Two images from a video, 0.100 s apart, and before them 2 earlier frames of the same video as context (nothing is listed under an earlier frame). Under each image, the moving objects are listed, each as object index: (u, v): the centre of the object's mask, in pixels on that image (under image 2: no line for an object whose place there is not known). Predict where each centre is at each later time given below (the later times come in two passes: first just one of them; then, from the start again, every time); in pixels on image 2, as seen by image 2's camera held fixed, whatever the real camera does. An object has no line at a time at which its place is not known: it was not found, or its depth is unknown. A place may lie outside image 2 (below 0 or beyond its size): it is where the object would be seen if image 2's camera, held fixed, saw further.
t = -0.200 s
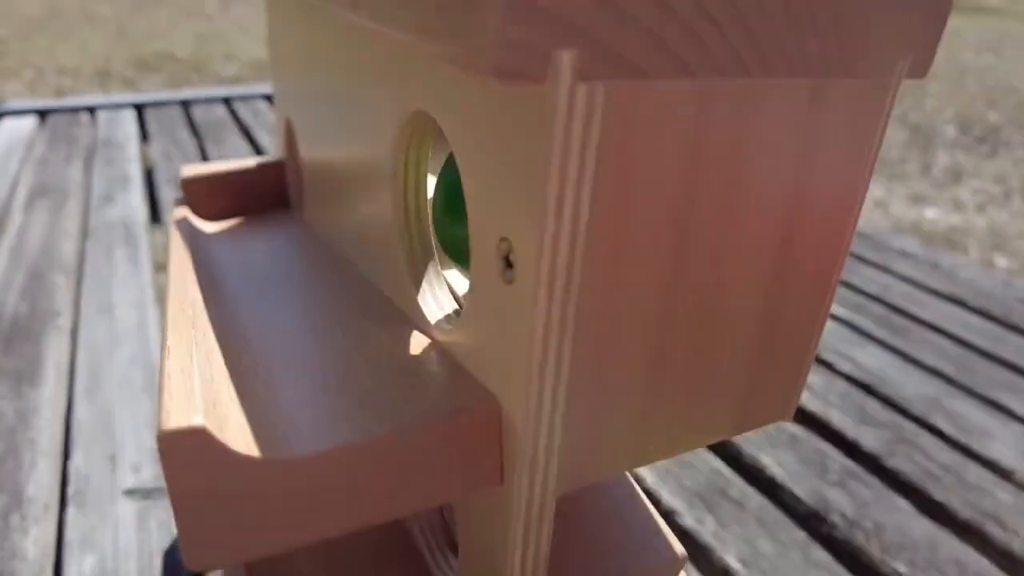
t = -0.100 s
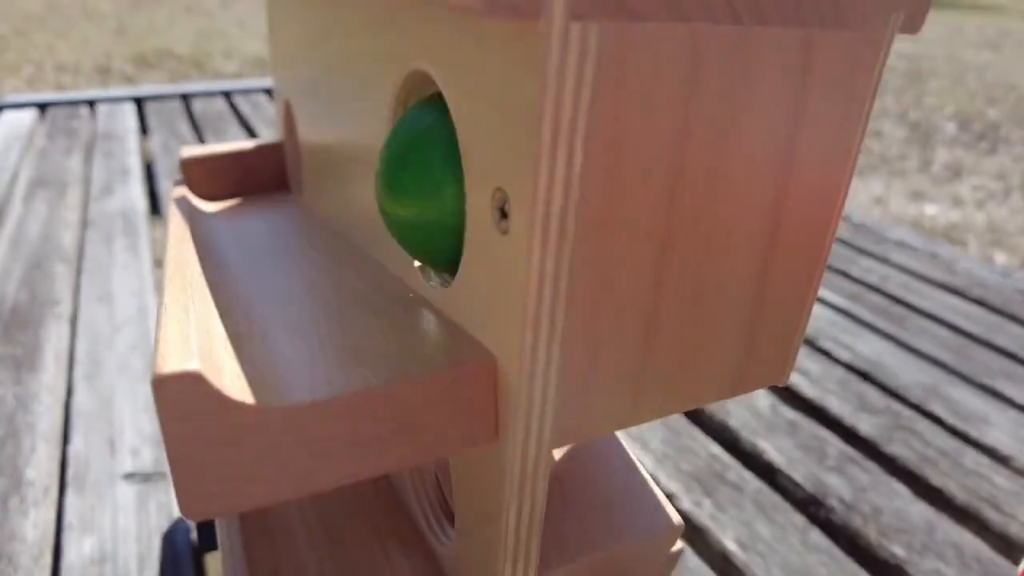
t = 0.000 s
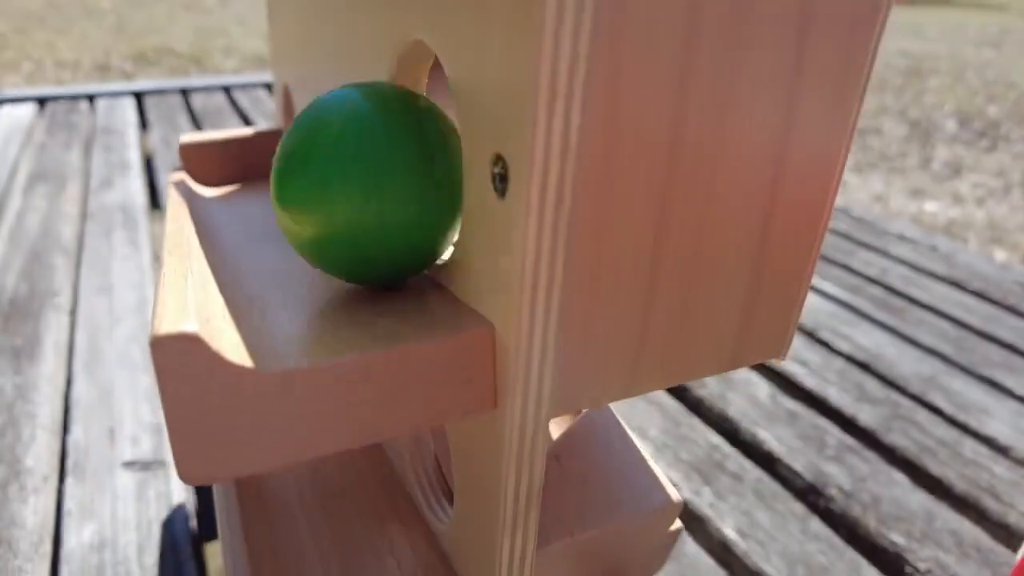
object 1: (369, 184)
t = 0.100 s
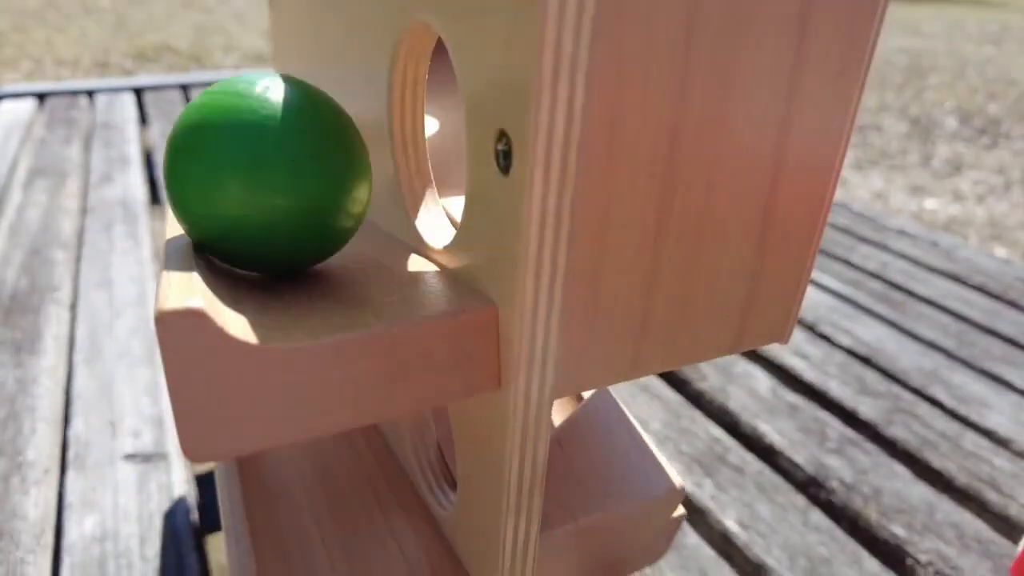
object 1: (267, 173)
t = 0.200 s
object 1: (273, 162)
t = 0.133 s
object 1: (275, 170)
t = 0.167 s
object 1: (275, 166)
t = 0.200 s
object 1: (273, 162)
